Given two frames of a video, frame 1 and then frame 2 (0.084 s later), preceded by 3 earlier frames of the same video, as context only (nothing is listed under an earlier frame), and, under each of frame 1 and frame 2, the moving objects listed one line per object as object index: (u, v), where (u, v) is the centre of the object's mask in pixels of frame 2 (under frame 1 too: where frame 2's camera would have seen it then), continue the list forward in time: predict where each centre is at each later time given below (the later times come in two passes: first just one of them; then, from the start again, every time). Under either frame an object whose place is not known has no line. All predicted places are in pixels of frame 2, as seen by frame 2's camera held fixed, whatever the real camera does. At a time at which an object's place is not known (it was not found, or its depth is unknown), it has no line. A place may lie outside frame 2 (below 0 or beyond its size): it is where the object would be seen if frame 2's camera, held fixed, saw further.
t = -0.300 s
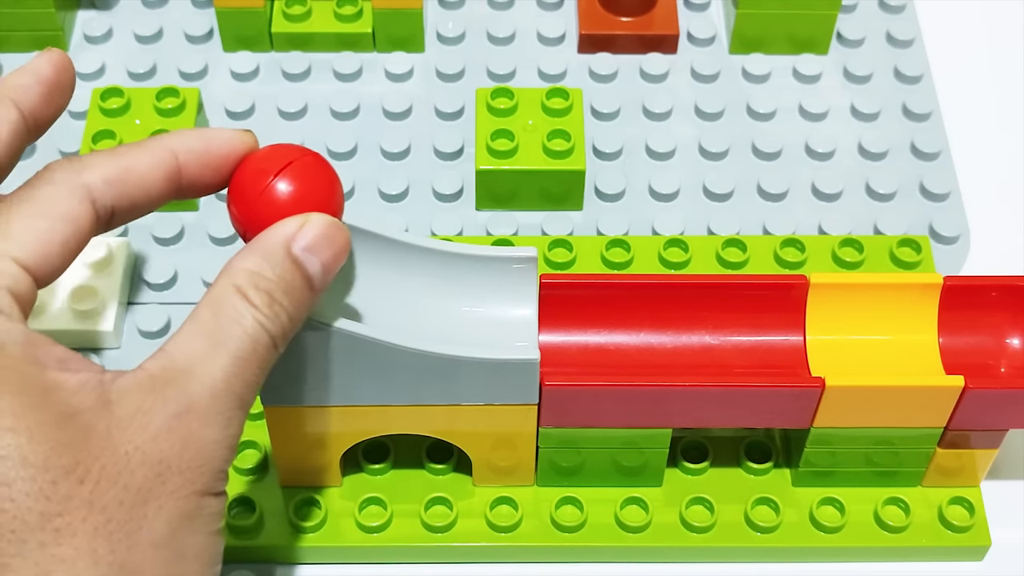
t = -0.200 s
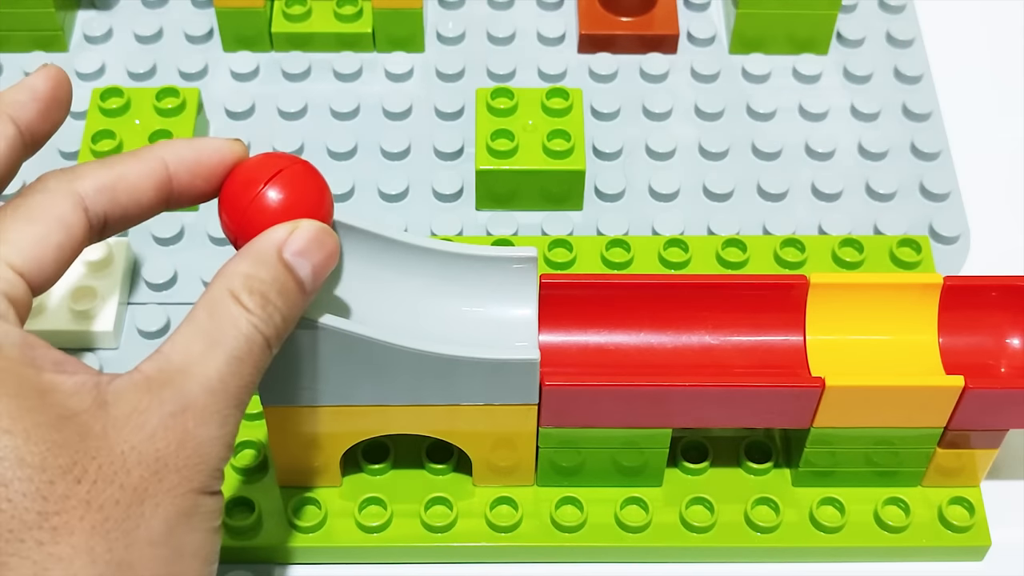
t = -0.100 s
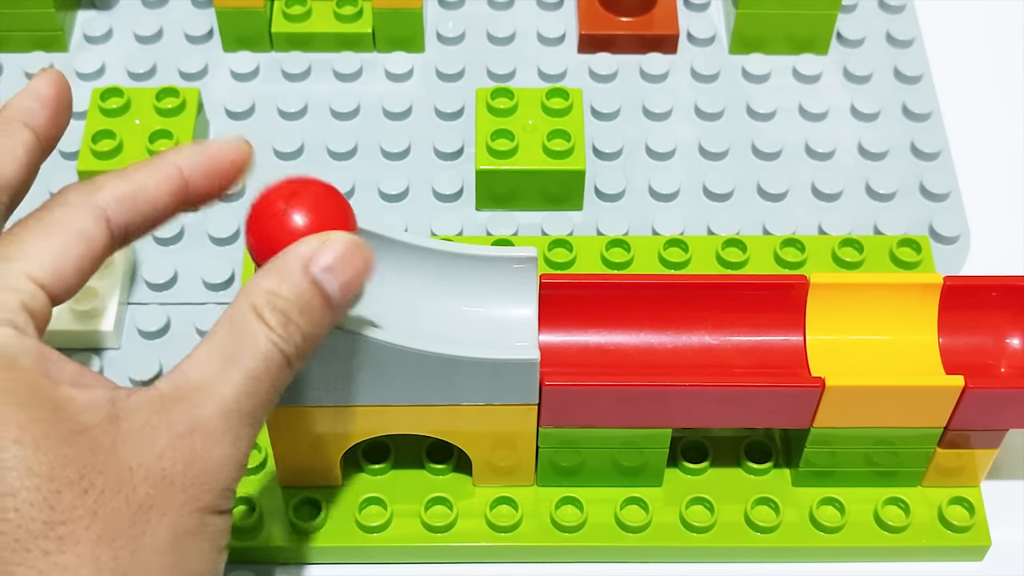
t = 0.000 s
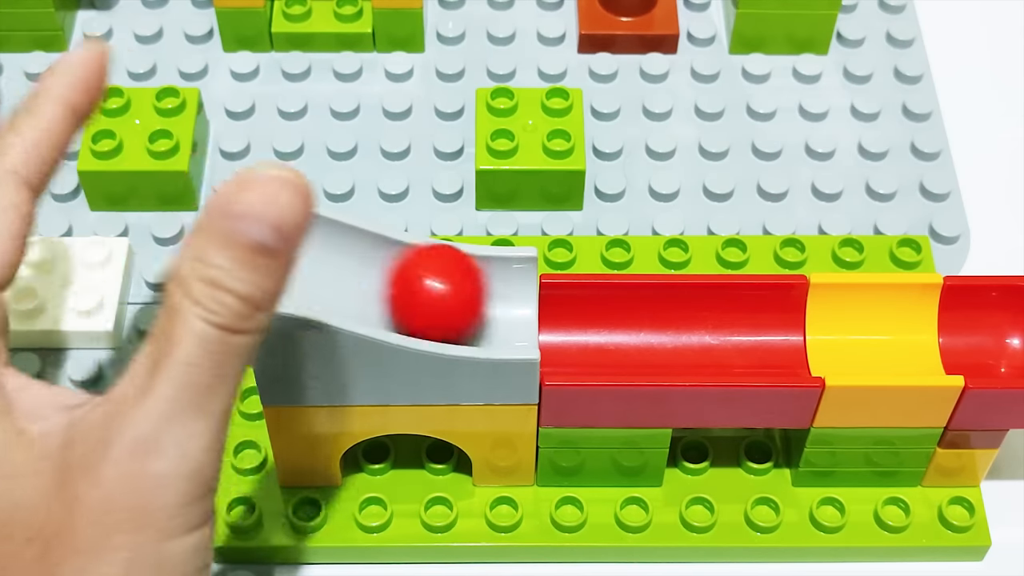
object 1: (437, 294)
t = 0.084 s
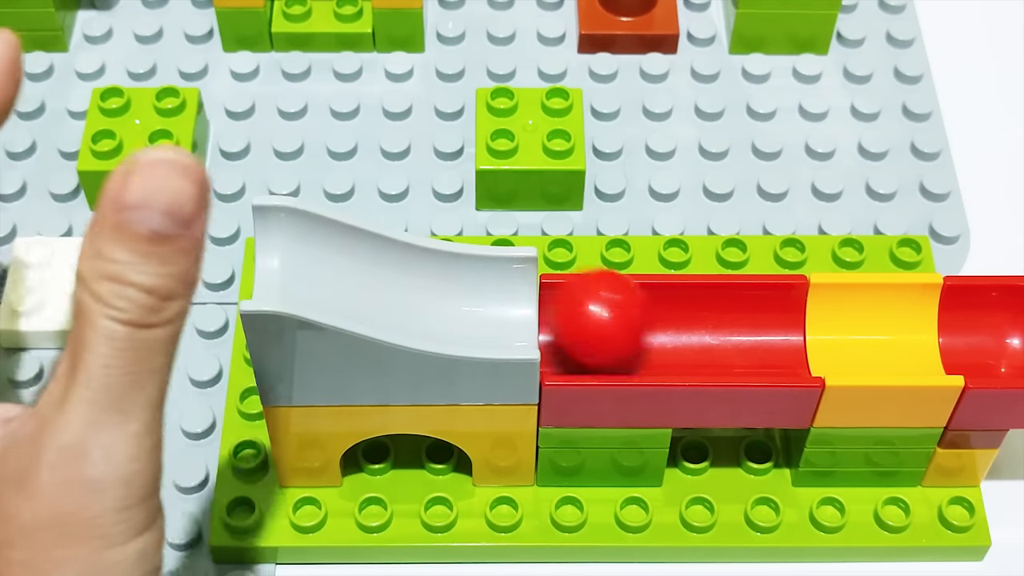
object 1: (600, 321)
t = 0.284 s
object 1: (896, 329)
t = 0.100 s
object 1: (627, 326)
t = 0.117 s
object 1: (654, 323)
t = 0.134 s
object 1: (680, 325)
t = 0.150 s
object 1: (704, 328)
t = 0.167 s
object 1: (729, 325)
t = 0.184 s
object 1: (752, 326)
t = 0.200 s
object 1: (776, 330)
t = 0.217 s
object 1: (799, 330)
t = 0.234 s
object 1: (823, 328)
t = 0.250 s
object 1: (850, 327)
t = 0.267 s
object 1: (872, 329)
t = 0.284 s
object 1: (896, 329)
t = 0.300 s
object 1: (922, 328)
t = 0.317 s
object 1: (946, 328)
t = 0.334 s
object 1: (971, 329)
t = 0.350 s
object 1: (982, 327)
